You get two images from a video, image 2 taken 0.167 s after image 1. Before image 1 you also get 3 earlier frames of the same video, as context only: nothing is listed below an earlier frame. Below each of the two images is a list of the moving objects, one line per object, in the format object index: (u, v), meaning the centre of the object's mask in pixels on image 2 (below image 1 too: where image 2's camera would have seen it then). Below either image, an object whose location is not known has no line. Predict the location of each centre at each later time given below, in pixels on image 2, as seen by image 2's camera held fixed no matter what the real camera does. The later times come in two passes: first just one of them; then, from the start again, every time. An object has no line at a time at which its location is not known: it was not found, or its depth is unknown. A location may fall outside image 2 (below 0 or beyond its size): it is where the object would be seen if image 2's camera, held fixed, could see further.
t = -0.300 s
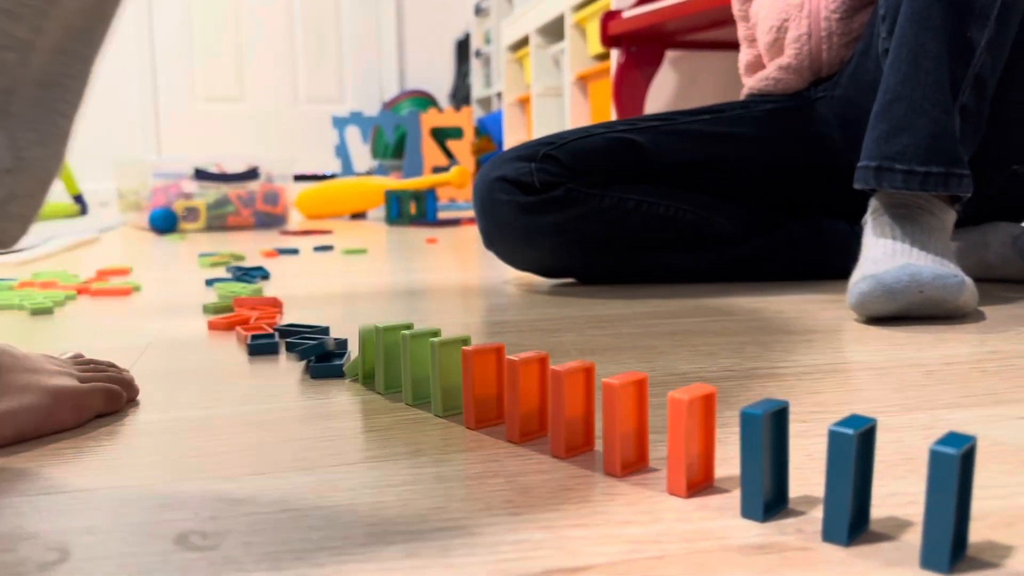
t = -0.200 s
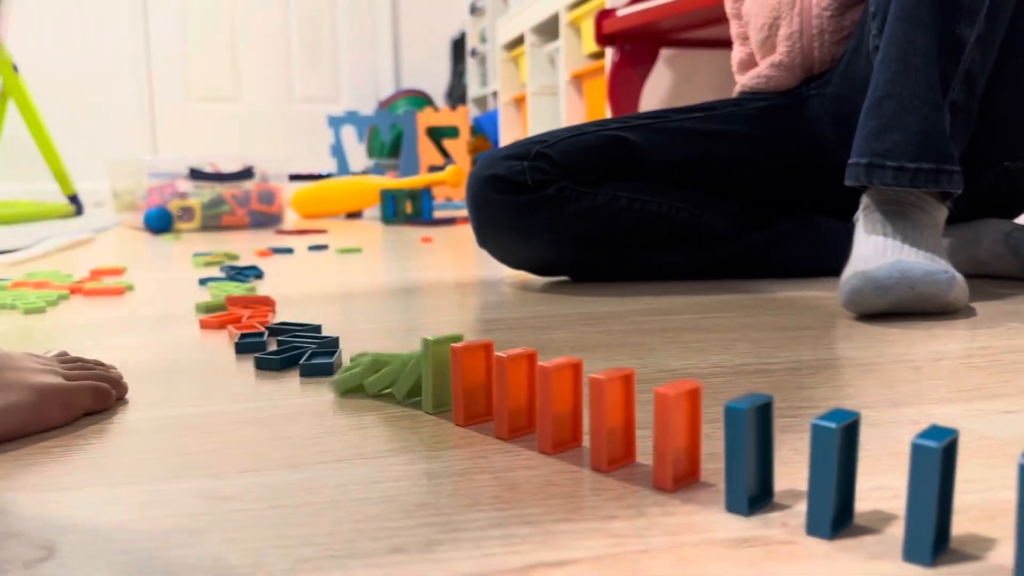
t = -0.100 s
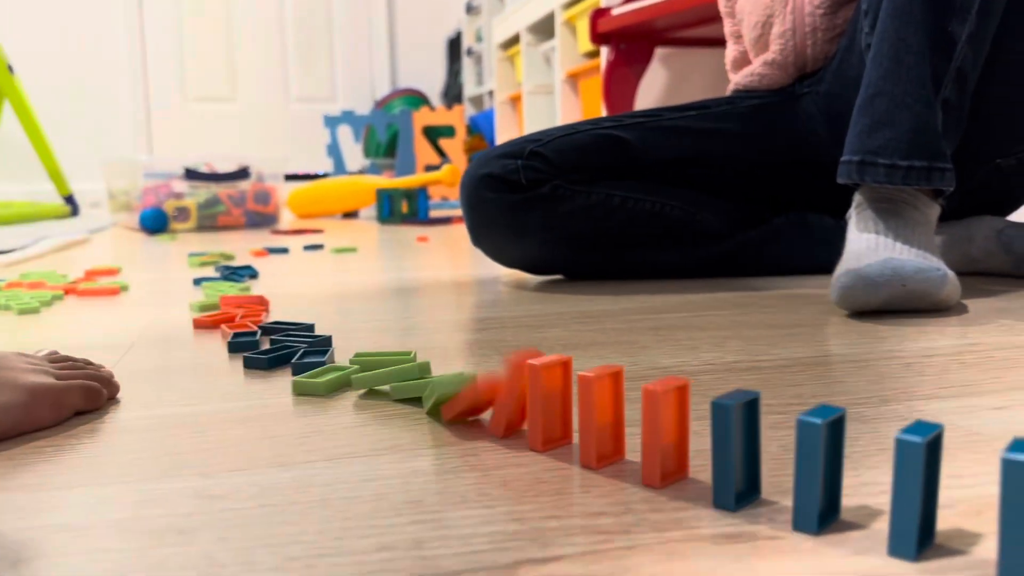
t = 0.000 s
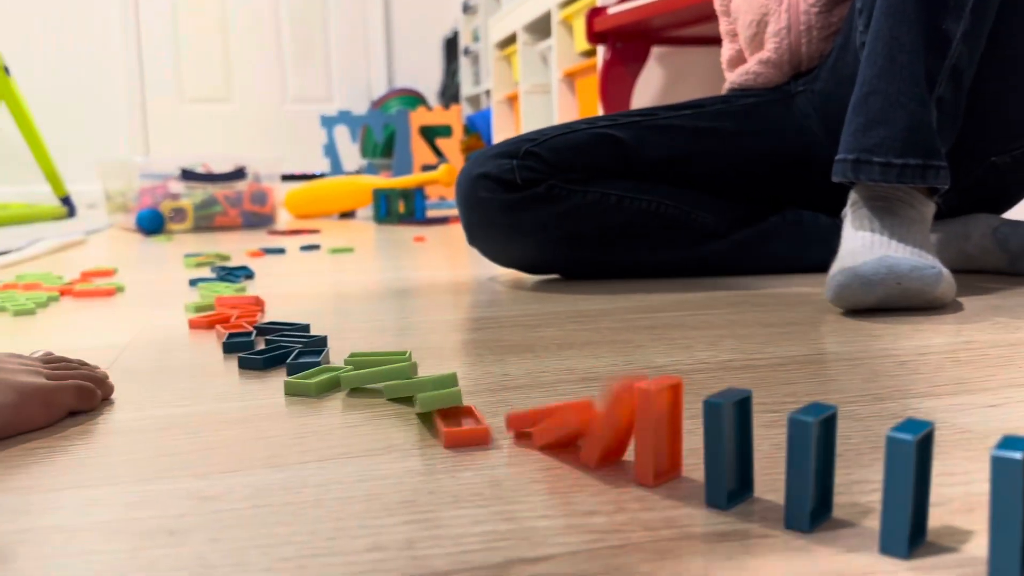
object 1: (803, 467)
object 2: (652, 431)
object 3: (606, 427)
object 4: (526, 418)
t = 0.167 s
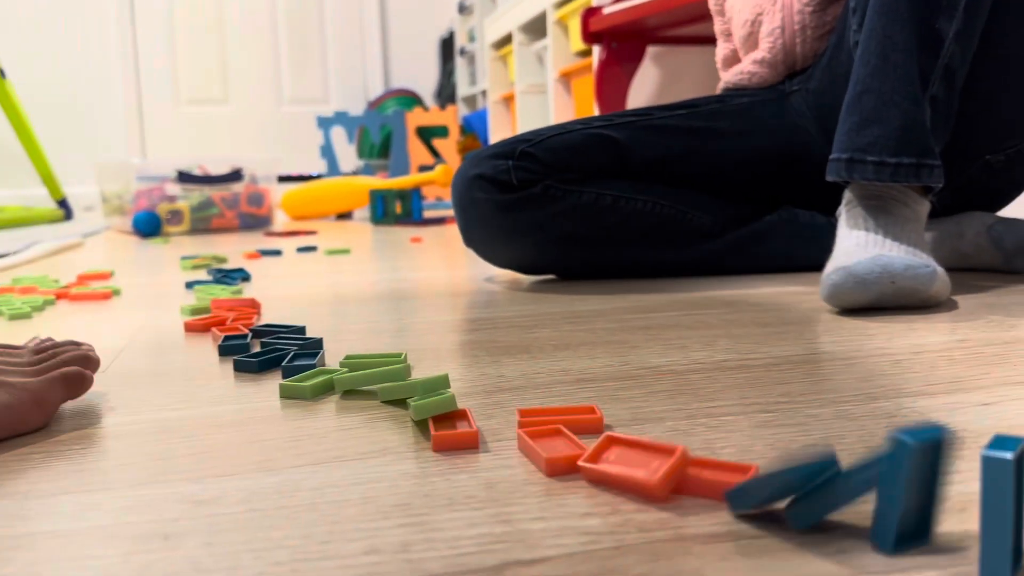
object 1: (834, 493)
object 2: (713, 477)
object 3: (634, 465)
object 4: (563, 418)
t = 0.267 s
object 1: (858, 497)
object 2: (707, 473)
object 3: (627, 473)
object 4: (564, 418)
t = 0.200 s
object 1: (869, 505)
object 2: (703, 475)
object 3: (631, 470)
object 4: (564, 418)
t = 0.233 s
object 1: (873, 504)
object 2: (695, 473)
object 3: (628, 473)
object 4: (563, 418)
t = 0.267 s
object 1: (858, 497)
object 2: (707, 473)
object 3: (627, 473)
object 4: (564, 418)
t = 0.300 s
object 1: (853, 494)
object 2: (710, 474)
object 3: (627, 473)
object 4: (564, 418)
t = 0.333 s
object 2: (712, 475)
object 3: (627, 473)
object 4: (564, 418)
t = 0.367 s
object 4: (564, 418)
